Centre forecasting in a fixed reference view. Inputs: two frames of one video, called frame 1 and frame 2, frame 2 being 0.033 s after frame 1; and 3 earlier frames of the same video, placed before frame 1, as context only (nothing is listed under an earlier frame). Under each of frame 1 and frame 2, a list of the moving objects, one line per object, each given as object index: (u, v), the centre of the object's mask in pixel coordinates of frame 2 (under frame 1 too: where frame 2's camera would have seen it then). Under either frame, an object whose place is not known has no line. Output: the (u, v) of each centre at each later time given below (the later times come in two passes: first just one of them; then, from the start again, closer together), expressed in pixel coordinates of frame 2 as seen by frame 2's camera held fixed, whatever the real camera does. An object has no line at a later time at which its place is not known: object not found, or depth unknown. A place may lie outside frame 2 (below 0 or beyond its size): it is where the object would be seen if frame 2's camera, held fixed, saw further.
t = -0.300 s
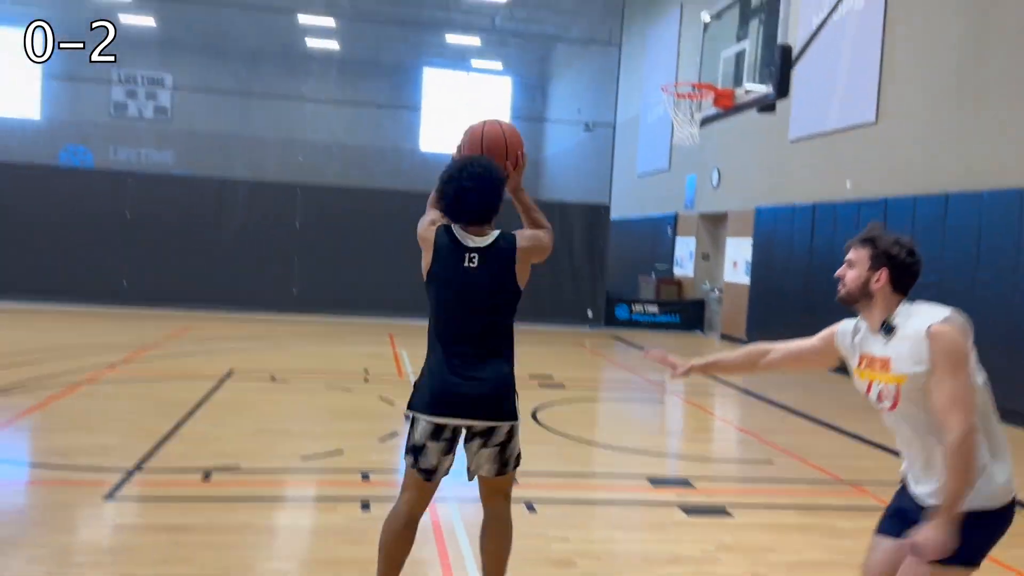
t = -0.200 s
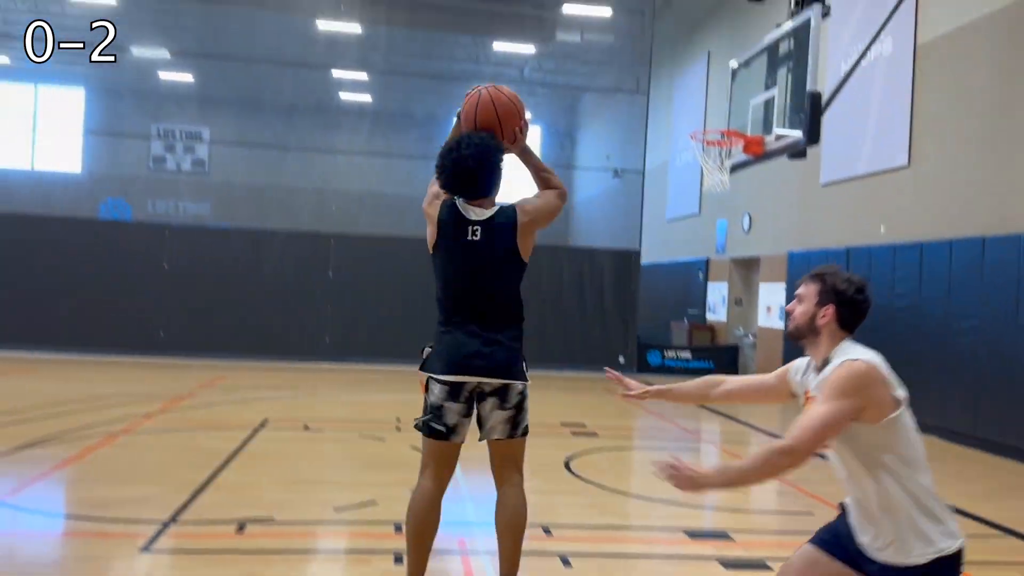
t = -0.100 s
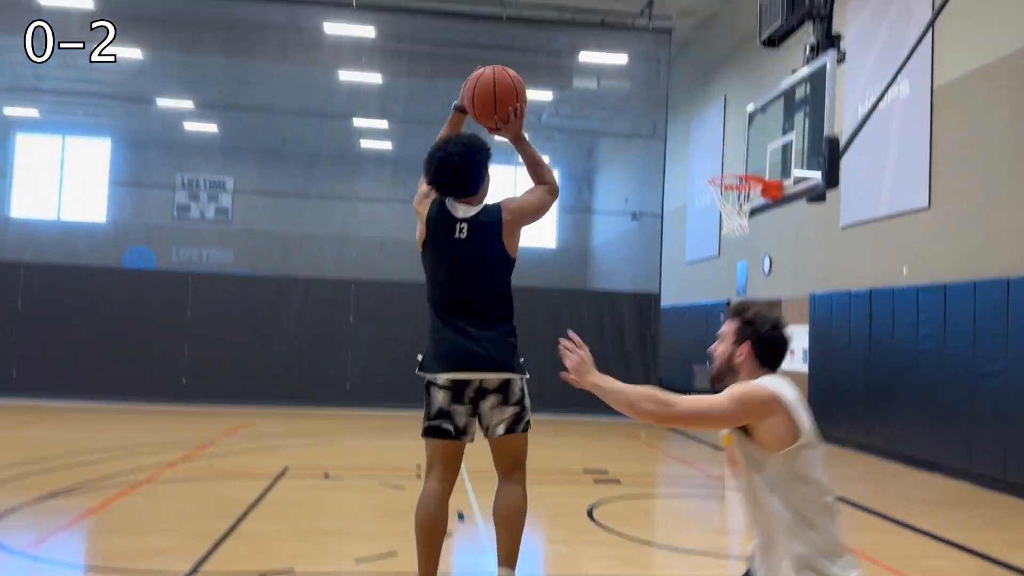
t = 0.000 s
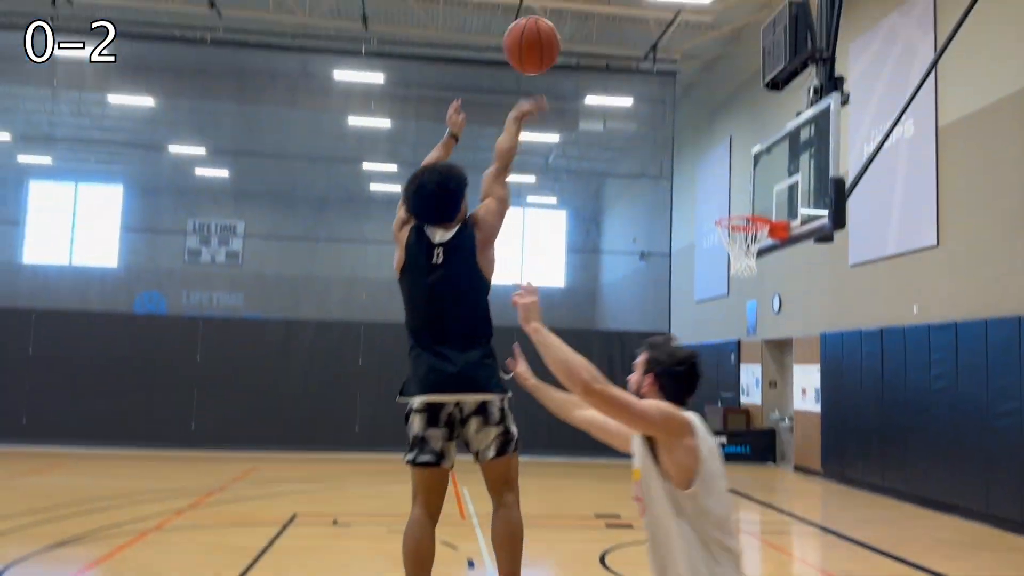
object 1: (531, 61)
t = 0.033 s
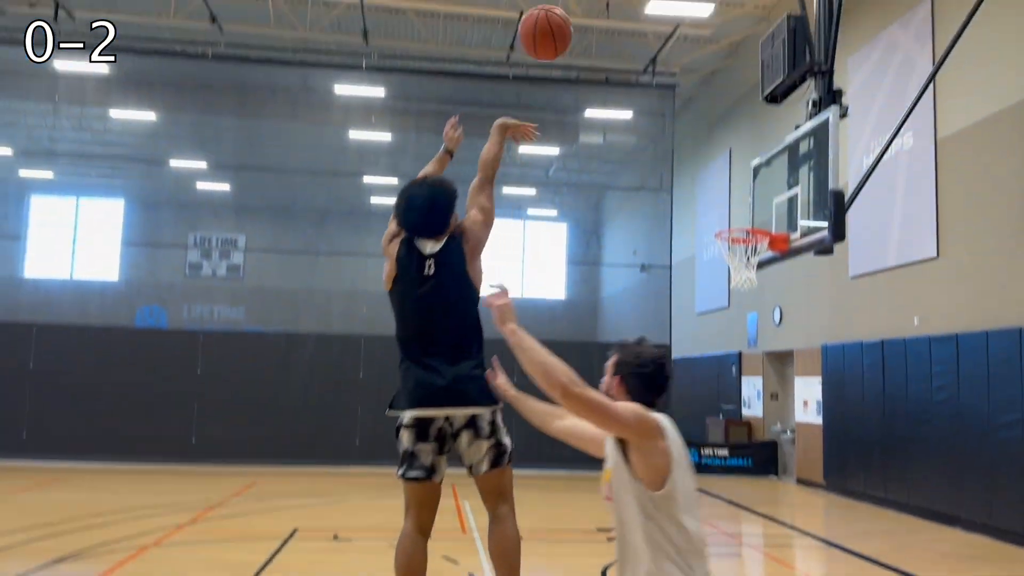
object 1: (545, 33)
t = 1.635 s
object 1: (757, 423)
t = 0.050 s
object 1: (552, 21)
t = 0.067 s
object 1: (558, 10)
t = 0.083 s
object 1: (564, 1)
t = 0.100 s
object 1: (569, -7)
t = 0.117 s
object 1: (575, -14)
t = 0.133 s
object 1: (580, -22)
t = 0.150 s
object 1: (586, -28)
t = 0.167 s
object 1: (591, -34)
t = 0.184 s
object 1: (596, -39)
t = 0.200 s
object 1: (601, -45)
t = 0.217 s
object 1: (605, -49)
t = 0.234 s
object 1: (610, -53)
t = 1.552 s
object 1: (749, 378)
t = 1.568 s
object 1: (749, 386)
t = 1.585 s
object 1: (752, 394)
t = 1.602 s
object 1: (753, 402)
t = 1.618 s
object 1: (758, 413)
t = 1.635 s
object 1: (757, 423)
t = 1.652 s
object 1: (757, 429)
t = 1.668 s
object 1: (758, 439)
